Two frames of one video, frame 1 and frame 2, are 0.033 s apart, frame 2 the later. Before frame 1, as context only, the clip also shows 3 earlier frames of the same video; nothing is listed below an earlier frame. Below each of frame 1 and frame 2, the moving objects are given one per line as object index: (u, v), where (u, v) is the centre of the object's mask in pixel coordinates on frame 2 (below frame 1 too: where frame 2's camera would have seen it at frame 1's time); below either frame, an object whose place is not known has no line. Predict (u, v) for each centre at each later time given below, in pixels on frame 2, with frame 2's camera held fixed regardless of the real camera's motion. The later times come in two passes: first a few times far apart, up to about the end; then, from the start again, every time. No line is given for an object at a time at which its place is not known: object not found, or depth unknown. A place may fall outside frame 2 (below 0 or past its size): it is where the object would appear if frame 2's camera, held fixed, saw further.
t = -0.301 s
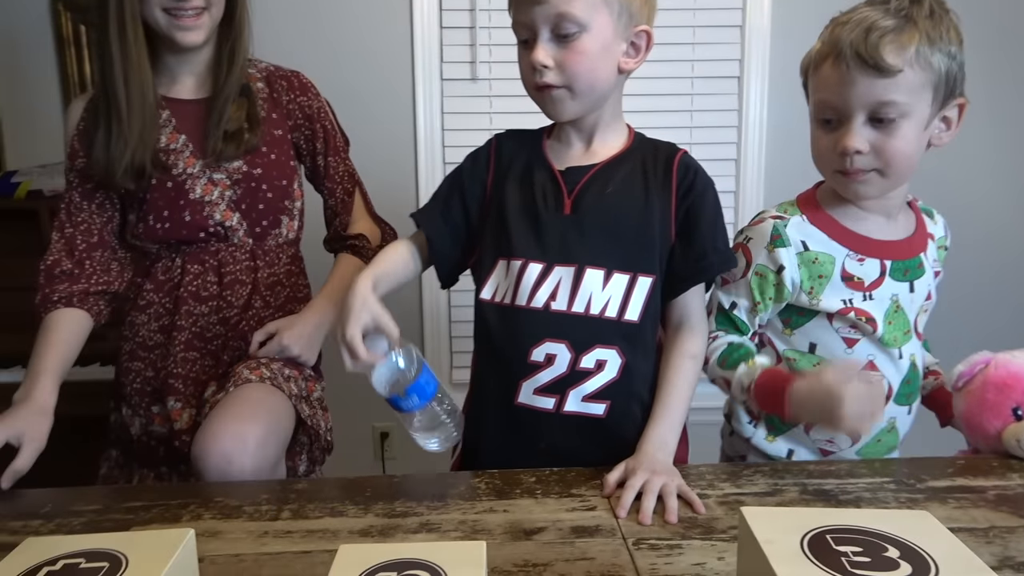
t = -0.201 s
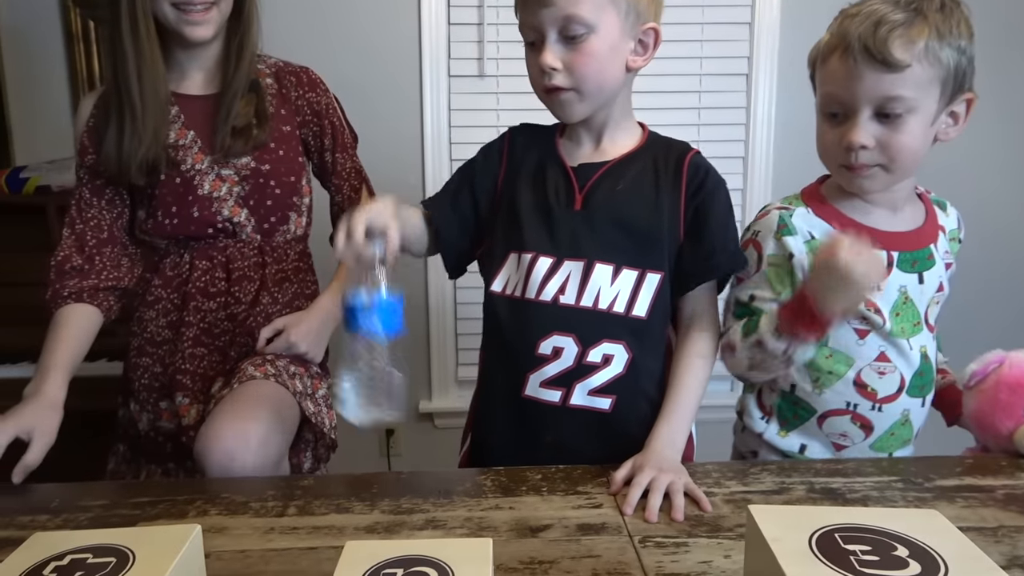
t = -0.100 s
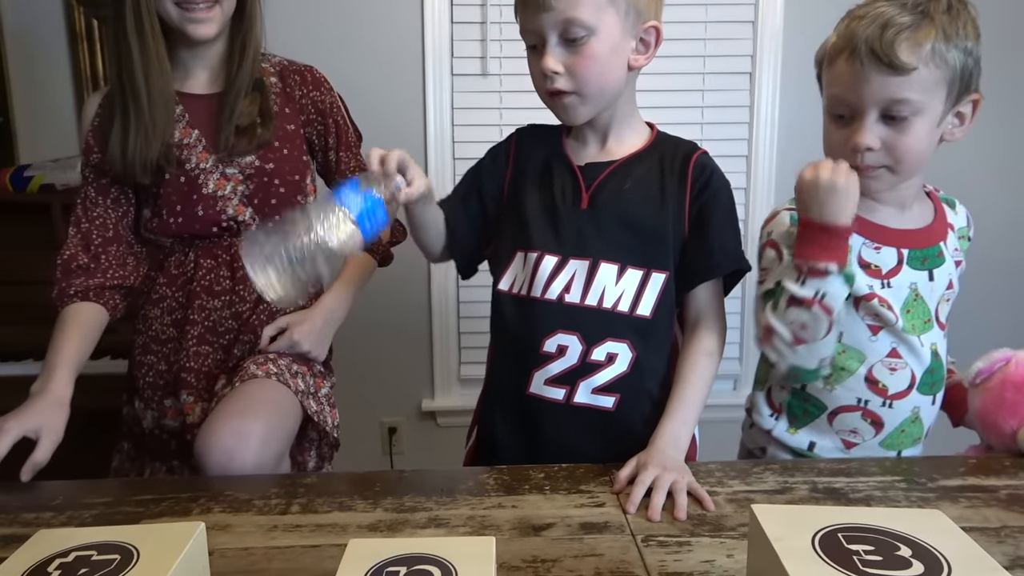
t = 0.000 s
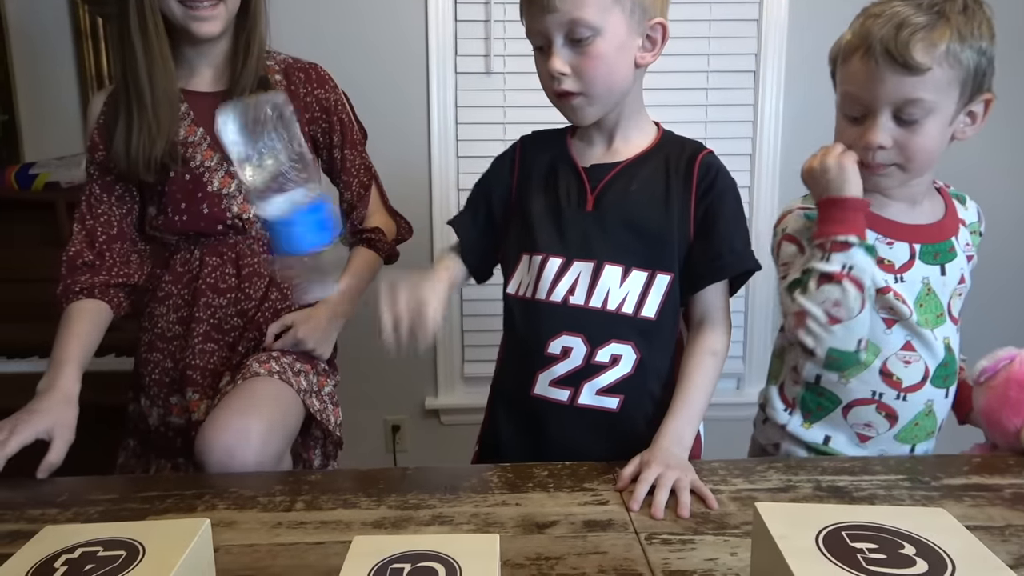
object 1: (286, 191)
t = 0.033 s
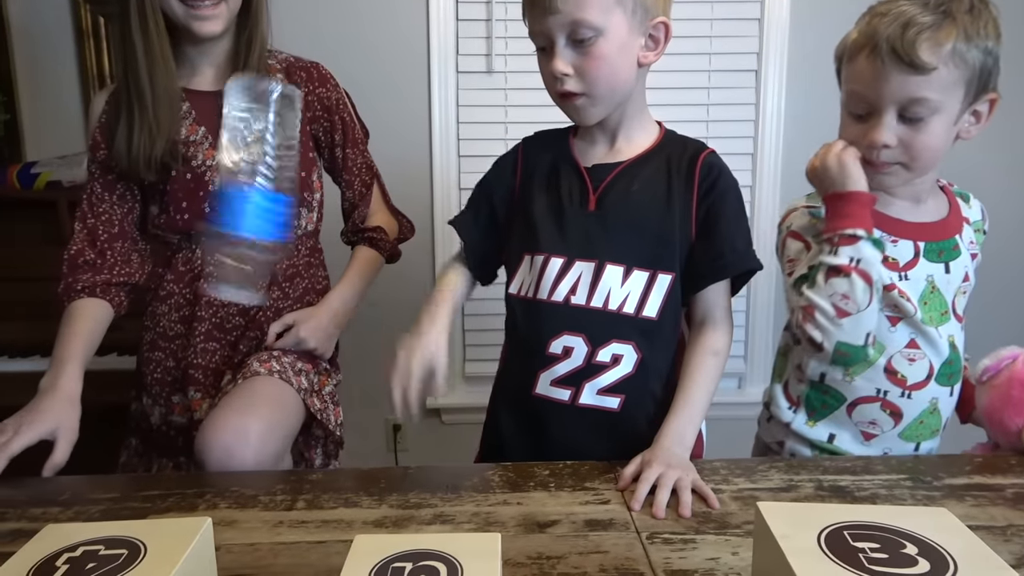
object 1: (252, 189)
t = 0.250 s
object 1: (232, 292)
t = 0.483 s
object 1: (245, 441)
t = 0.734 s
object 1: (243, 442)
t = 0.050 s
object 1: (233, 182)
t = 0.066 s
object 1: (216, 173)
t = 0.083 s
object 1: (201, 164)
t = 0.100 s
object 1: (192, 153)
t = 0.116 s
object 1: (188, 145)
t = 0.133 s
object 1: (189, 142)
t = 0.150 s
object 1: (194, 147)
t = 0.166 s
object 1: (200, 157)
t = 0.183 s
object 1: (206, 174)
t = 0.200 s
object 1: (214, 197)
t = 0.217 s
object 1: (220, 224)
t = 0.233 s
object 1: (227, 255)
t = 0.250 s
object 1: (232, 292)
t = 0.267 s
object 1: (238, 337)
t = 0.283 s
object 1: (242, 381)
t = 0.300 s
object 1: (246, 425)
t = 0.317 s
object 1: (249, 441)
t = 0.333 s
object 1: (243, 441)
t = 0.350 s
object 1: (237, 442)
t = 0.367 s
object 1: (234, 442)
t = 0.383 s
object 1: (233, 442)
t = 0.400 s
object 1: (234, 442)
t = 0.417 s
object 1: (235, 442)
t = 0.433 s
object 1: (238, 442)
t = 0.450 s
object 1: (241, 442)
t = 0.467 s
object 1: (244, 442)
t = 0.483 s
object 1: (245, 441)
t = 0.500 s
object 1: (245, 442)
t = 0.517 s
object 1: (243, 442)
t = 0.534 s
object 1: (241, 442)
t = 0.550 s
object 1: (241, 442)
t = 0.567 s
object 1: (241, 442)
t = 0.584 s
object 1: (243, 442)
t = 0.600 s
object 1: (244, 442)
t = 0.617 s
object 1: (243, 442)
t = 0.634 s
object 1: (242, 442)
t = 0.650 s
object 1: (242, 442)
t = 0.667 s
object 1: (242, 442)
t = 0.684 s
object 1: (242, 442)
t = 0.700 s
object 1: (243, 442)
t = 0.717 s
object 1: (243, 442)
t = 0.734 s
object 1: (243, 442)
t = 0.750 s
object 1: (243, 441)
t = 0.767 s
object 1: (242, 441)
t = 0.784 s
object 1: (242, 441)
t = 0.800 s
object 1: (243, 441)
